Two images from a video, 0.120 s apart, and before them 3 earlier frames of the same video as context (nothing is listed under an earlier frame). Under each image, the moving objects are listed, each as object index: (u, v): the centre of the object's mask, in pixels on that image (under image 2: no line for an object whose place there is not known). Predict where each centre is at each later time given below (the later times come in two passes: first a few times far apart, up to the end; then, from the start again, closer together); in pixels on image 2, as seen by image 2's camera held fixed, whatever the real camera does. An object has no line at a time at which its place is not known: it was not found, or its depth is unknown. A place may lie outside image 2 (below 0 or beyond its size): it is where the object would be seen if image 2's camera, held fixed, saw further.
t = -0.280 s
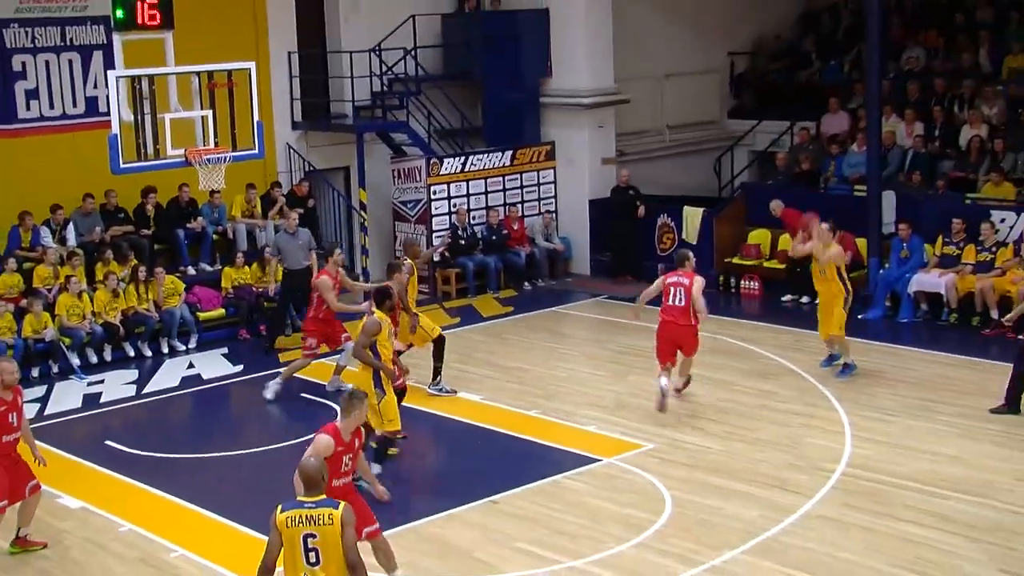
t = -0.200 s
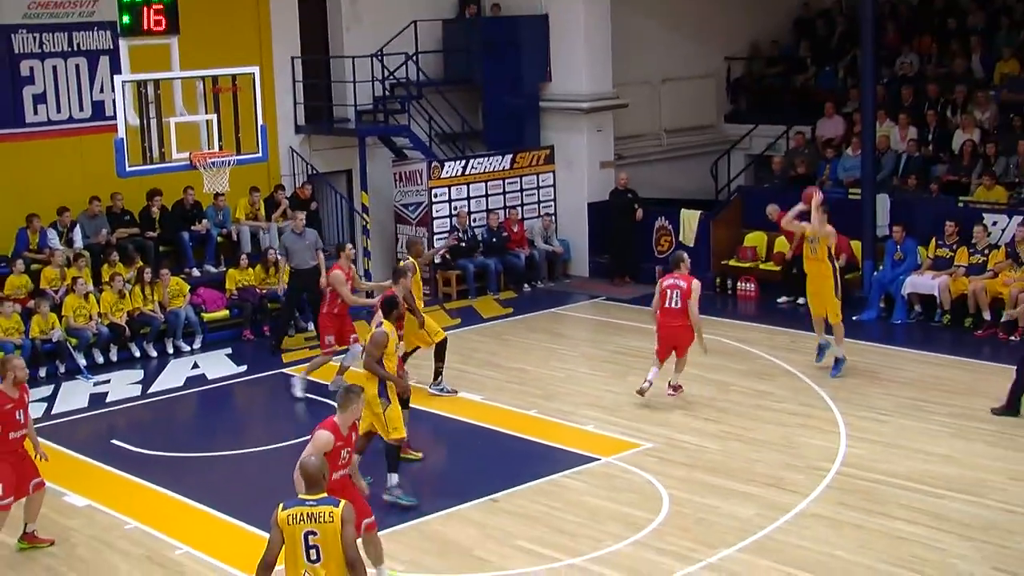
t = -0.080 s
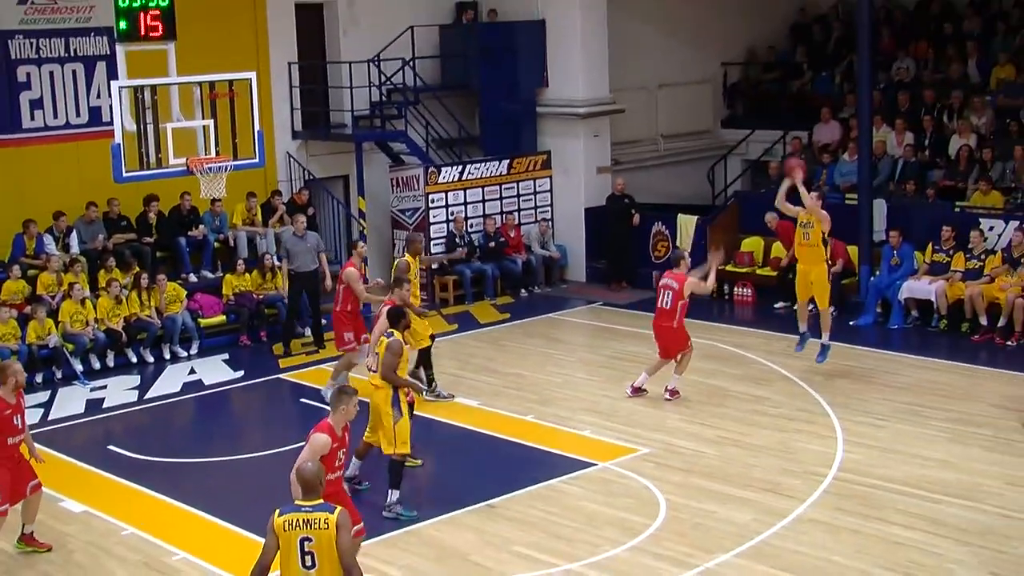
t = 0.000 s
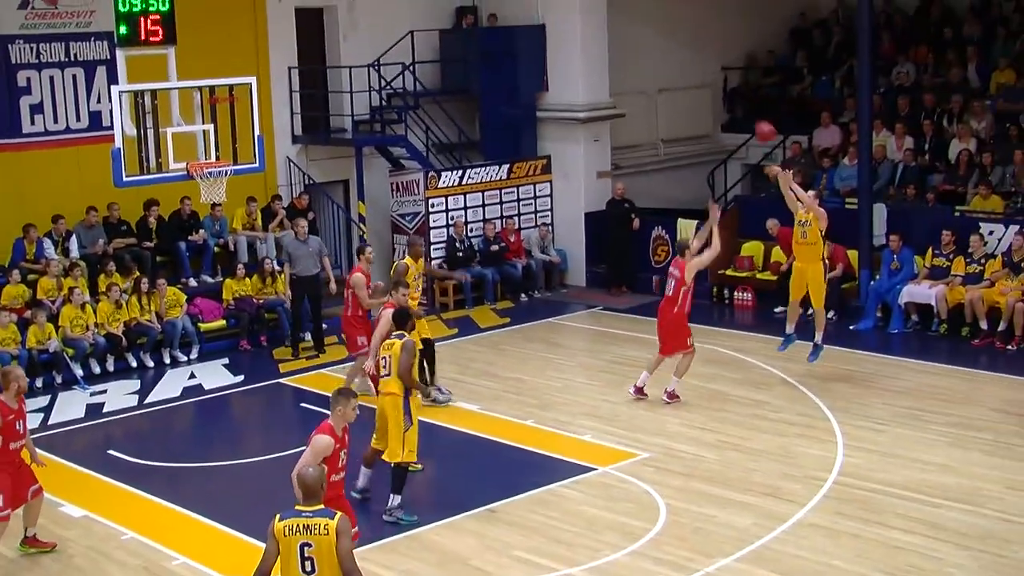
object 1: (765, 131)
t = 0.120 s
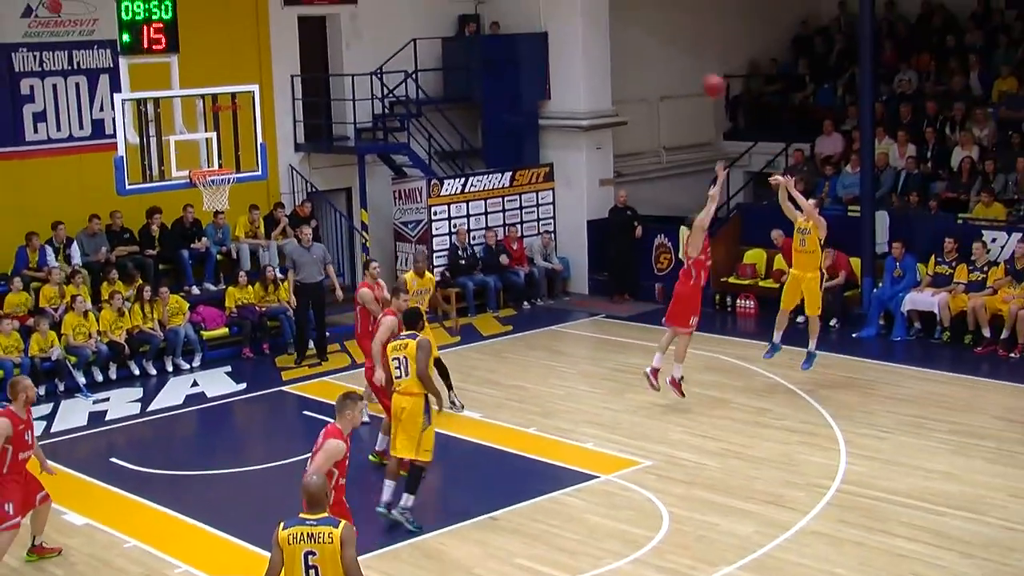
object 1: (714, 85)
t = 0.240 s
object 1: (659, 42)
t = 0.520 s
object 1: (531, -10)
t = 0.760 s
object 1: (422, -1)
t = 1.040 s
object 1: (300, 76)
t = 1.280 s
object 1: (200, 186)
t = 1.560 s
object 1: (197, 206)
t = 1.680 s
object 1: (208, 225)
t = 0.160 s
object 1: (695, 70)
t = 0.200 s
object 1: (677, 55)
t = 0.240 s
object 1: (659, 42)
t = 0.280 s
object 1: (641, 31)
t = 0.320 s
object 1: (623, 20)
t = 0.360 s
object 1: (604, 12)
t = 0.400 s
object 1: (586, 4)
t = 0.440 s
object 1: (567, -2)
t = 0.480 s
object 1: (549, -7)
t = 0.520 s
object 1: (531, -10)
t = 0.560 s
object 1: (513, -11)
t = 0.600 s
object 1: (492, -12)
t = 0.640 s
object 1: (476, -12)
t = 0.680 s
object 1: (457, -10)
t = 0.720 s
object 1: (440, -6)
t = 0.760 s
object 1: (422, -1)
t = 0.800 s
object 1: (404, 6)
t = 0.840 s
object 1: (386, 14)
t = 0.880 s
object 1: (368, 24)
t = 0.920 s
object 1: (351, 34)
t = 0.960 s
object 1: (332, 48)
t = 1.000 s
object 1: (316, 61)
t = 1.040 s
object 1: (300, 76)
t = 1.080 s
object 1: (283, 94)
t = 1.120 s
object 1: (265, 111)
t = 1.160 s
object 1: (247, 130)
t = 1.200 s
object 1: (231, 151)
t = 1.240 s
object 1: (216, 166)
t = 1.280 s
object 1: (200, 186)
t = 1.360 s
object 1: (190, 193)
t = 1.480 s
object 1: (192, 197)
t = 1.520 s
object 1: (194, 200)
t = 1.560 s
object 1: (197, 206)
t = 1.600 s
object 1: (200, 212)
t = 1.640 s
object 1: (206, 218)
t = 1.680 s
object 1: (208, 225)
